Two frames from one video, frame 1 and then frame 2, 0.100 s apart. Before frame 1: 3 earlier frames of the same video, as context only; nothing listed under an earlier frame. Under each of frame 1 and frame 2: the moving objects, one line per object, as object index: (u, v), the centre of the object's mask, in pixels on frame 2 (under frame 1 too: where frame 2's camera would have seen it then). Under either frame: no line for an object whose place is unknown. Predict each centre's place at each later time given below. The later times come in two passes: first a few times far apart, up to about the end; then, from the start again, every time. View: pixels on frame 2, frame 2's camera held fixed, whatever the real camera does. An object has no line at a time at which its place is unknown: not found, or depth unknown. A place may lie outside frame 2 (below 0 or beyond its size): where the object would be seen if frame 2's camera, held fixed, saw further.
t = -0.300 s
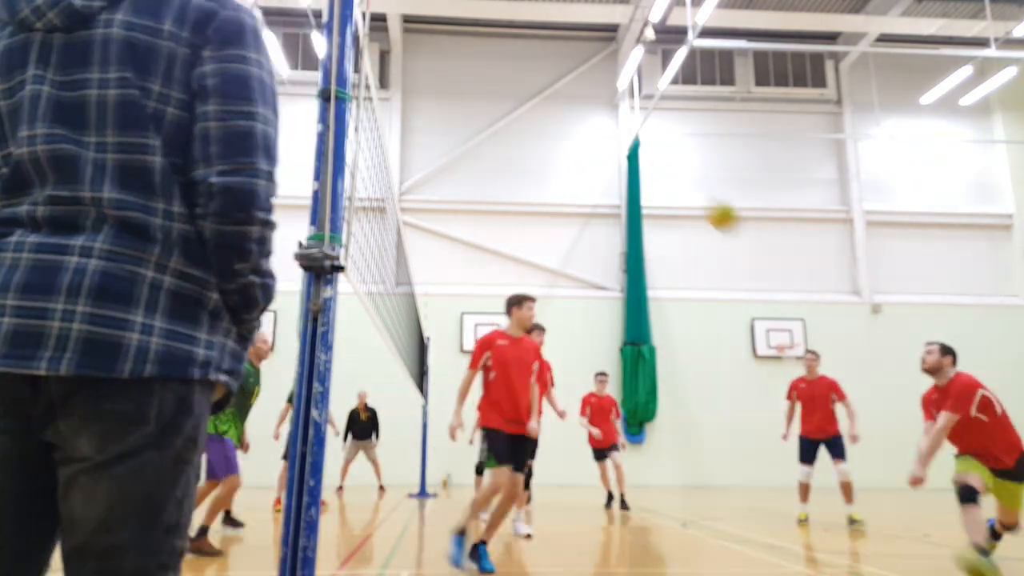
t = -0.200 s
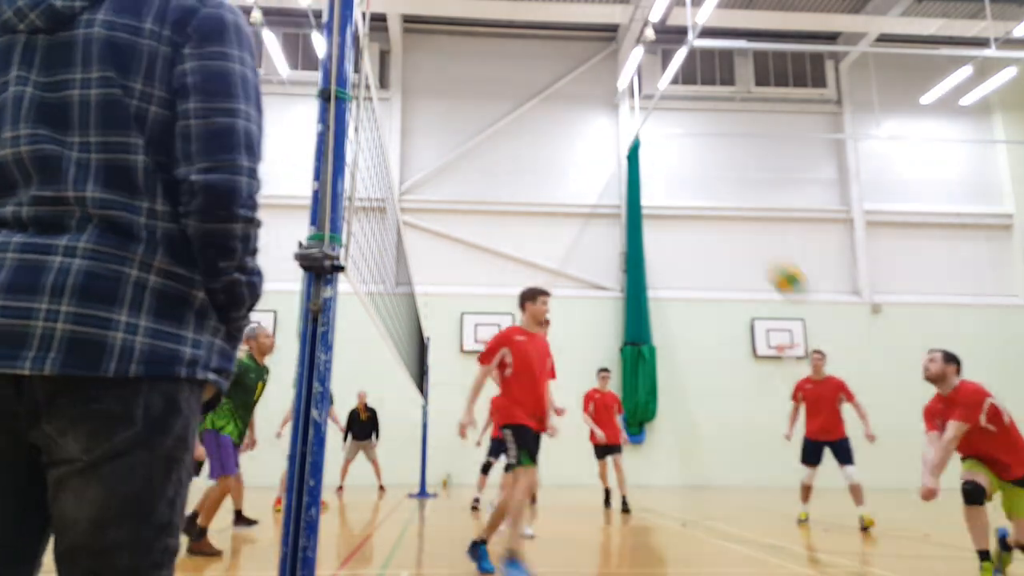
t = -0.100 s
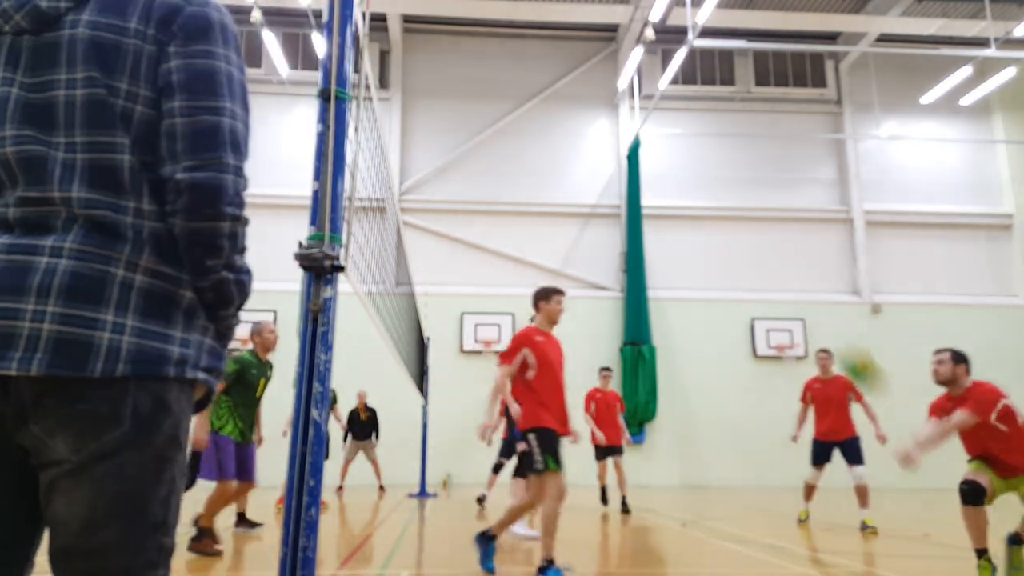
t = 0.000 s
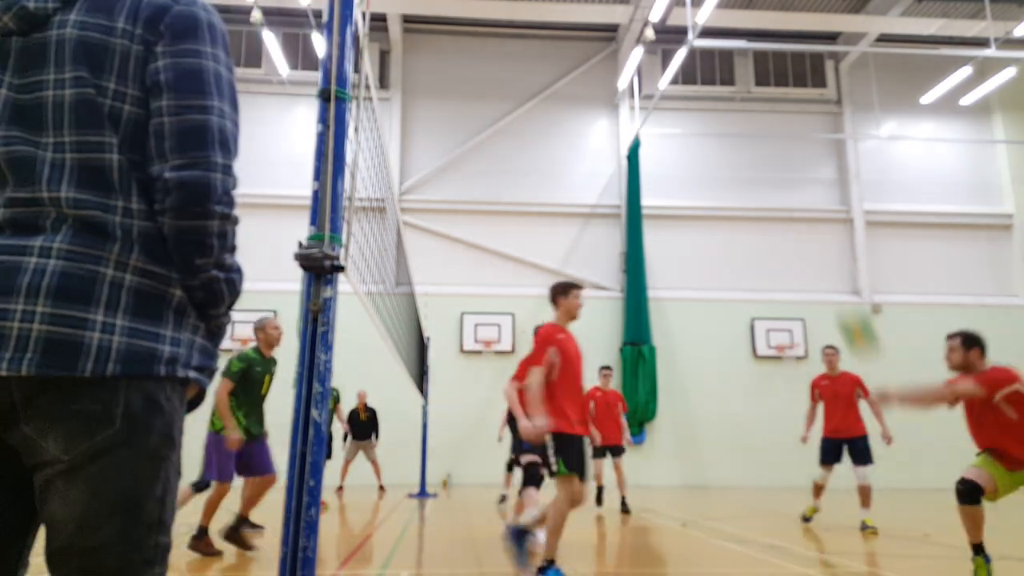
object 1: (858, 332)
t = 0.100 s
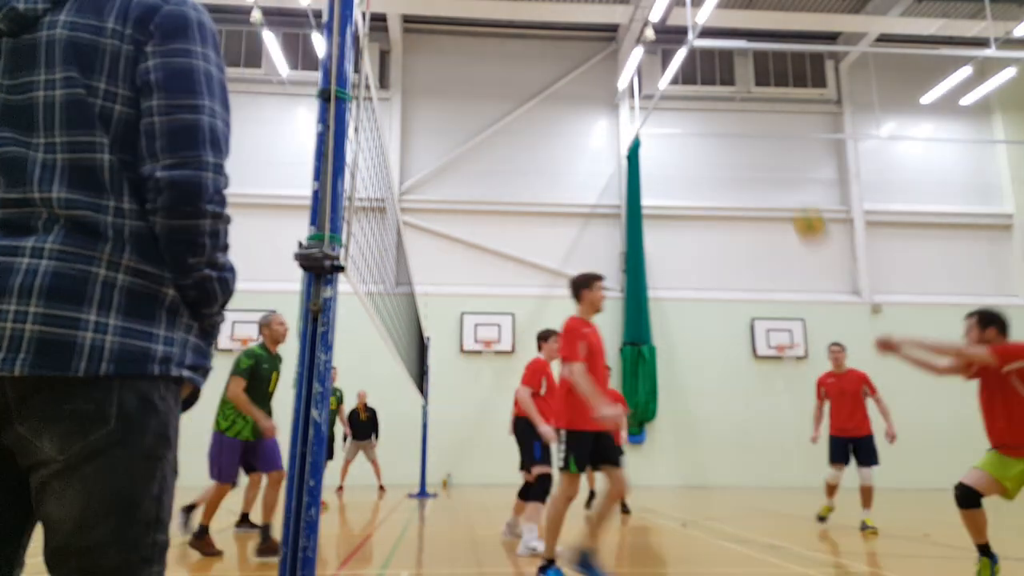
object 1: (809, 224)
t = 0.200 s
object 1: (770, 148)
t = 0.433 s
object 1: (701, 46)
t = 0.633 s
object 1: (657, 19)
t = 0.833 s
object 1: (623, 30)
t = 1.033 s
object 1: (595, 75)
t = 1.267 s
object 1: (566, 164)
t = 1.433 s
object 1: (547, 247)
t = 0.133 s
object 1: (795, 196)
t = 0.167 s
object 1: (783, 172)
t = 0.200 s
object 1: (770, 148)
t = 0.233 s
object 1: (759, 128)
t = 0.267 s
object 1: (748, 108)
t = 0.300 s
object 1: (737, 90)
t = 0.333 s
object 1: (727, 75)
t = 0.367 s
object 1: (718, 67)
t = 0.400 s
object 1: (710, 56)
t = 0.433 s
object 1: (701, 46)
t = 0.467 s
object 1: (692, 37)
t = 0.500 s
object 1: (684, 32)
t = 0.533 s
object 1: (677, 26)
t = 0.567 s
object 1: (670, 23)
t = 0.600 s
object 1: (665, 22)
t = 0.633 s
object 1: (657, 19)
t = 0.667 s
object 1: (651, 19)
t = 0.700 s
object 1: (644, 18)
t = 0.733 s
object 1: (638, 19)
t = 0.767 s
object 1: (634, 22)
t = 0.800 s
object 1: (629, 25)
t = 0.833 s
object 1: (623, 30)
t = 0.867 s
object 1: (617, 36)
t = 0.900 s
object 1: (612, 41)
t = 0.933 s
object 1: (608, 48)
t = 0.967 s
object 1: (605, 56)
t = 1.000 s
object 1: (600, 65)
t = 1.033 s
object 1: (595, 75)
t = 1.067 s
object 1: (591, 86)
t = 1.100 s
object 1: (587, 96)
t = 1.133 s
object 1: (583, 109)
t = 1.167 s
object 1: (578, 122)
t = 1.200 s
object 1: (574, 136)
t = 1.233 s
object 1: (570, 149)
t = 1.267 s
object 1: (566, 164)
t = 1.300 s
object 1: (562, 179)
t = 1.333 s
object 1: (558, 195)
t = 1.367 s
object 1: (555, 212)
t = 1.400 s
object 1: (551, 229)
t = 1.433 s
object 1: (547, 247)
